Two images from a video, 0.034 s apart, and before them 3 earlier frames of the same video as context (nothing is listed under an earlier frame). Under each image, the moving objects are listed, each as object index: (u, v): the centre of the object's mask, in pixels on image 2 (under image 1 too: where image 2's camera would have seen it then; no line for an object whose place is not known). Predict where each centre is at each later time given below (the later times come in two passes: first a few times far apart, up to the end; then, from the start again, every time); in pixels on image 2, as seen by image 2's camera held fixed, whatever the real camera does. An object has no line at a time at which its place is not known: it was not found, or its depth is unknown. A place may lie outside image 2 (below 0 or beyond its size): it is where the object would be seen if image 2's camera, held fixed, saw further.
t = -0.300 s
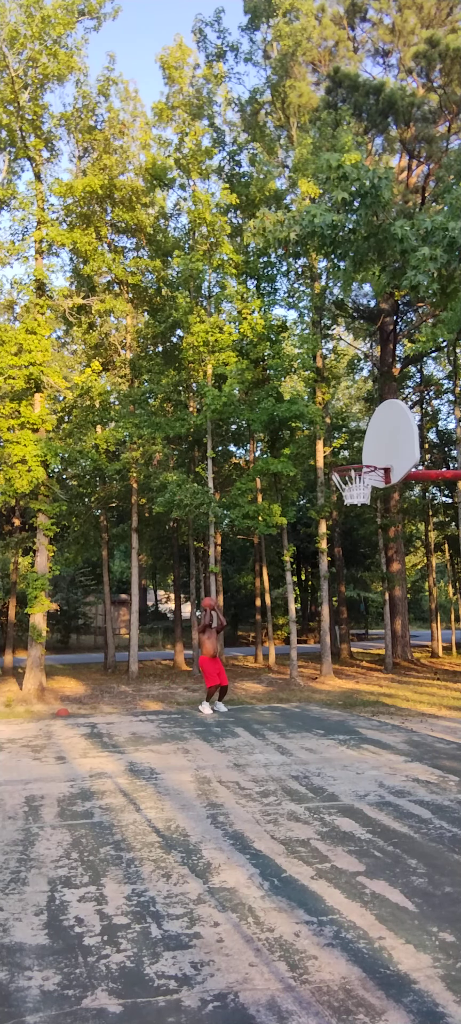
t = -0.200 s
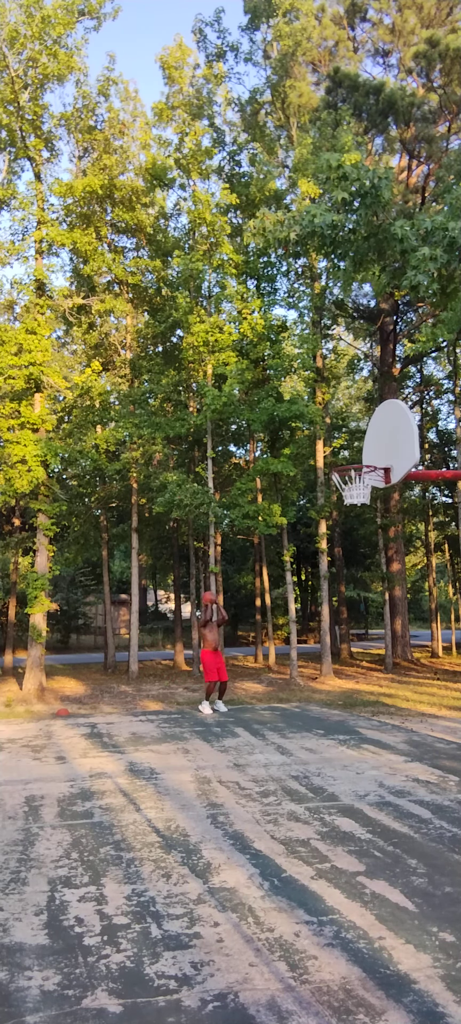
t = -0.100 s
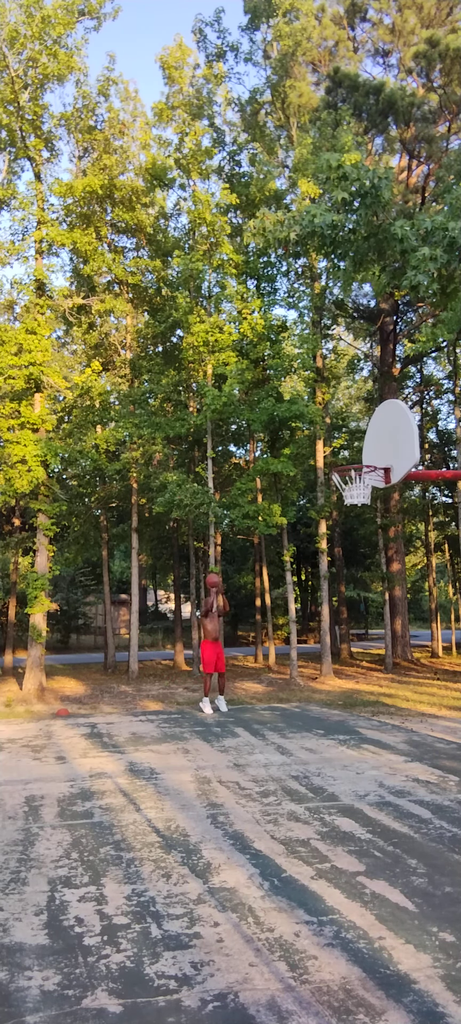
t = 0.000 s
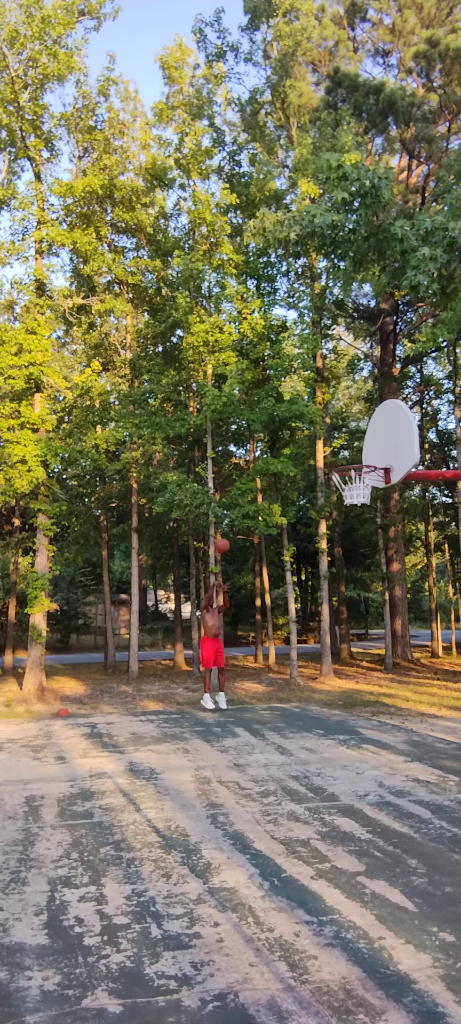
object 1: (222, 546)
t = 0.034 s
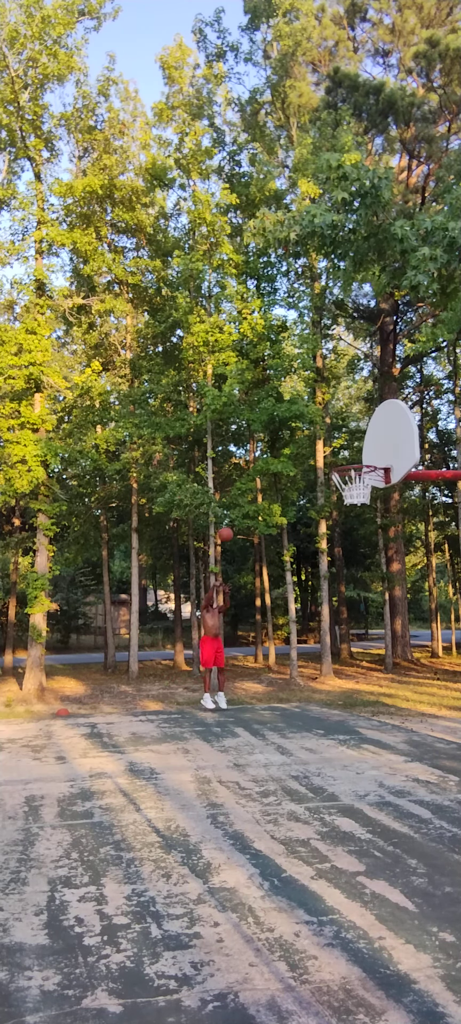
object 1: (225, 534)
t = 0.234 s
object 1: (247, 478)
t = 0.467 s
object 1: (278, 437)
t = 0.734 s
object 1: (323, 432)
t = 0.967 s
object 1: (366, 465)
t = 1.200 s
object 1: (329, 469)
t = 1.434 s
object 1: (301, 517)
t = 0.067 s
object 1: (229, 524)
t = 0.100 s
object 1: (232, 514)
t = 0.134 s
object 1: (236, 504)
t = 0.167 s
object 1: (239, 495)
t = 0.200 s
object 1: (244, 487)
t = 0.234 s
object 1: (247, 478)
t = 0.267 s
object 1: (252, 471)
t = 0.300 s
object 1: (256, 464)
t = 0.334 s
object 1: (260, 457)
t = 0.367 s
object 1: (264, 451)
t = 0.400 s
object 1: (269, 446)
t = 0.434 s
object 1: (273, 441)
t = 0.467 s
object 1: (278, 437)
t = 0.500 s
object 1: (284, 434)
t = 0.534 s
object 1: (289, 431)
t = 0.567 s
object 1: (294, 430)
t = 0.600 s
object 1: (300, 429)
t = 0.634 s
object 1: (305, 428)
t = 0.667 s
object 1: (311, 429)
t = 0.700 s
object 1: (317, 430)
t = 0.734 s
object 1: (323, 432)
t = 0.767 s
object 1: (330, 435)
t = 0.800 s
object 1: (337, 440)
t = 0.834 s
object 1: (345, 445)
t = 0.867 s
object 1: (352, 452)
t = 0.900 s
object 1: (359, 457)
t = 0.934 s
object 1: (368, 465)
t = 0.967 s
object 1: (366, 465)
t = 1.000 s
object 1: (360, 461)
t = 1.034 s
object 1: (355, 460)
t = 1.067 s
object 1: (350, 460)
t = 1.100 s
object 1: (344, 463)
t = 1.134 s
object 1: (340, 465)
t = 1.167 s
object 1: (334, 465)
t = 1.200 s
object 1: (329, 469)
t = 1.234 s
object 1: (325, 475)
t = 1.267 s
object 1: (322, 480)
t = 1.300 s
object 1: (317, 486)
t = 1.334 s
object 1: (313, 492)
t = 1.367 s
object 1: (309, 500)
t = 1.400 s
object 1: (305, 508)
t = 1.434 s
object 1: (301, 517)
